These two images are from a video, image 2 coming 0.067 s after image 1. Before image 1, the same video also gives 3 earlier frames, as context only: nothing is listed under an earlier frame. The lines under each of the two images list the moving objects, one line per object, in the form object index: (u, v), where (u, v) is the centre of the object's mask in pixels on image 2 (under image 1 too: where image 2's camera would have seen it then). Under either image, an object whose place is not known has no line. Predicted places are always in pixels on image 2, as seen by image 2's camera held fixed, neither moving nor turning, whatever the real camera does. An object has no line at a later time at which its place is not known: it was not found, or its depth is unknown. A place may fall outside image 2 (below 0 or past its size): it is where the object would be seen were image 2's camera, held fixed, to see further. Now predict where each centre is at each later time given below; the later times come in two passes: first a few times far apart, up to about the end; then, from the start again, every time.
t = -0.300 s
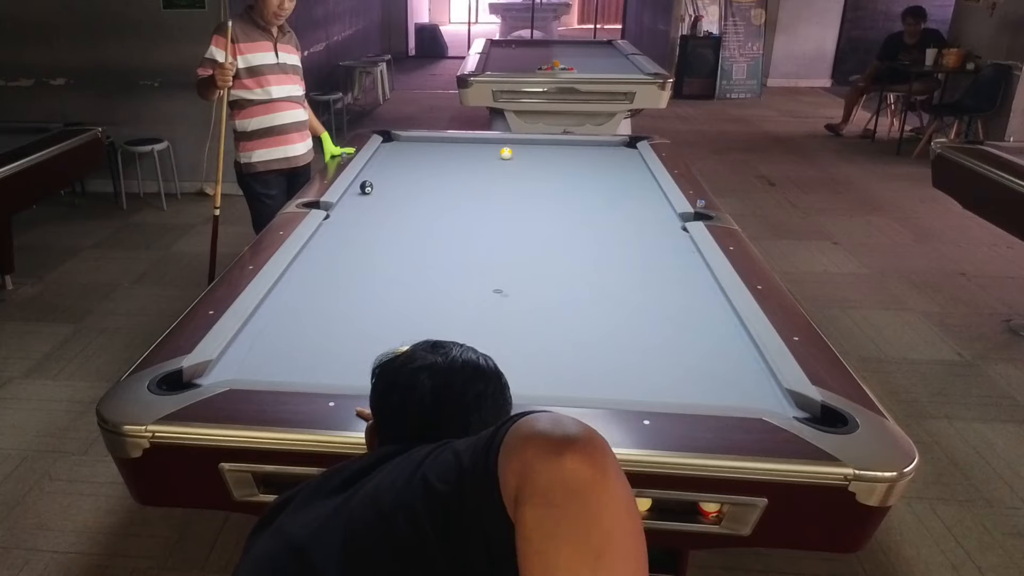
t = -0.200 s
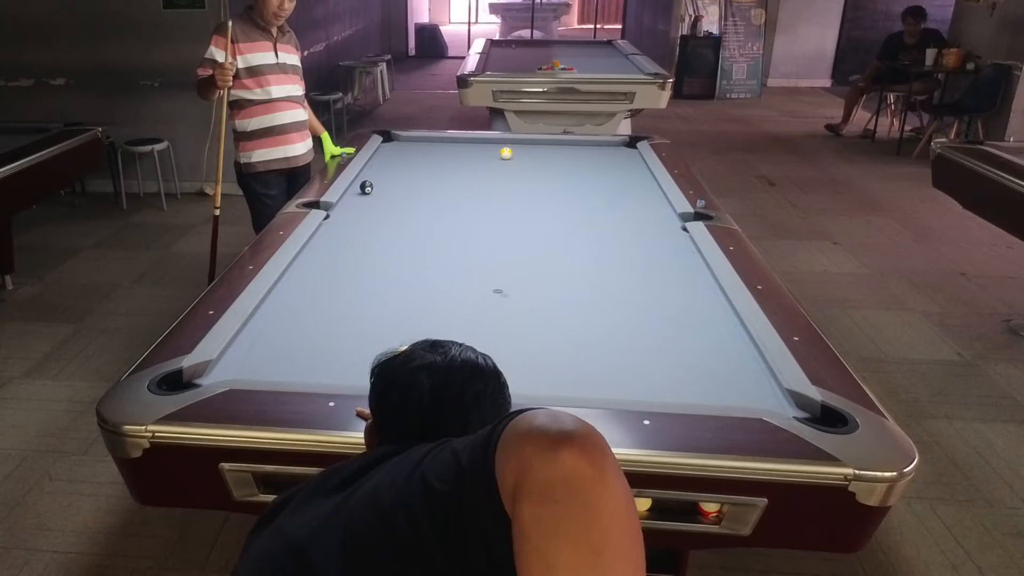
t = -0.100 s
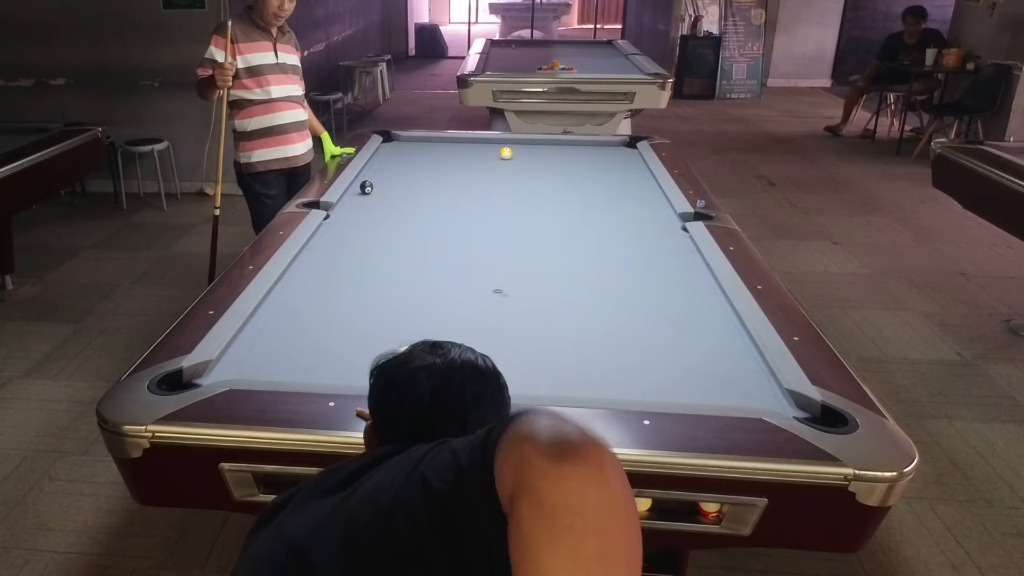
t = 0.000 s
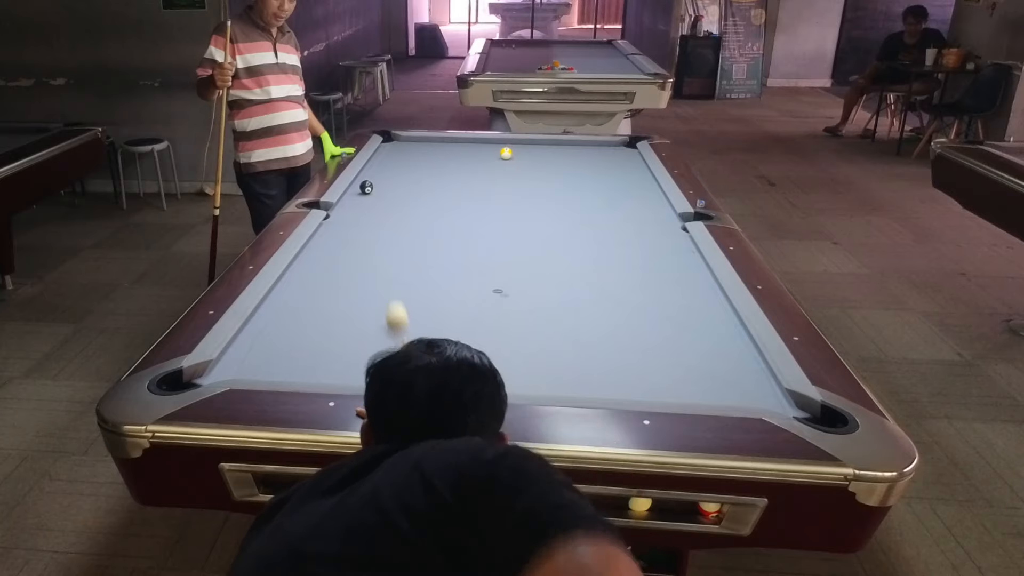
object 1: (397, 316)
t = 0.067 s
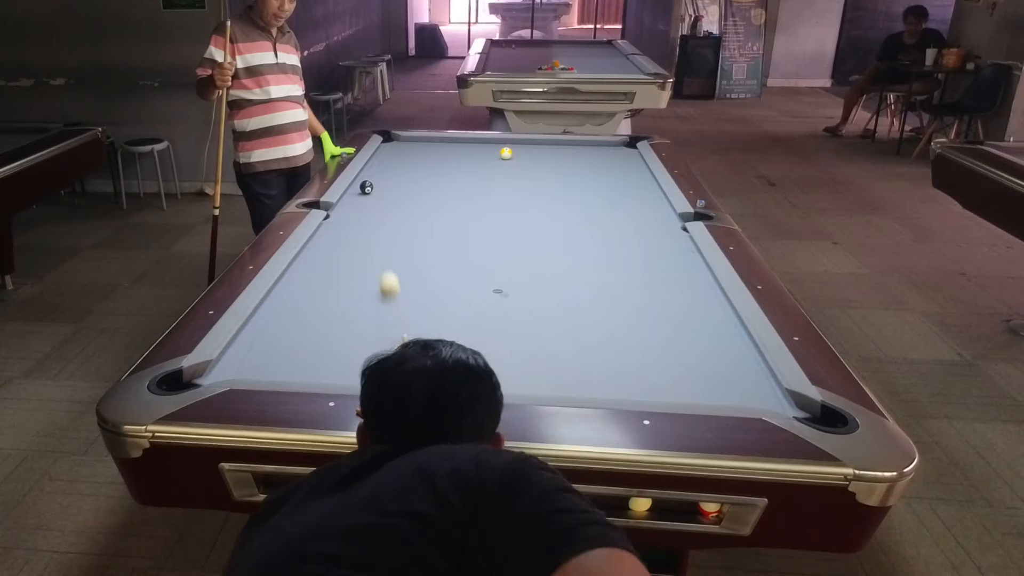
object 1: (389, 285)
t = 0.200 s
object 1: (379, 238)
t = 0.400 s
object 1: (368, 193)
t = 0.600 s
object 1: (369, 187)
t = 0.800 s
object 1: (369, 177)
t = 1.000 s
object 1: (368, 169)
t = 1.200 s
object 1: (375, 162)
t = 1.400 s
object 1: (383, 157)
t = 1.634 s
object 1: (391, 151)
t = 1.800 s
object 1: (397, 146)
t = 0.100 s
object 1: (386, 271)
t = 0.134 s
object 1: (383, 259)
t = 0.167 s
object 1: (381, 248)
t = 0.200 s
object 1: (379, 238)
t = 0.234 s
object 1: (377, 230)
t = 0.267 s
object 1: (375, 222)
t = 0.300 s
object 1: (373, 214)
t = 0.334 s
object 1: (371, 207)
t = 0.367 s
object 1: (370, 200)
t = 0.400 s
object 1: (368, 193)
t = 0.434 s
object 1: (368, 191)
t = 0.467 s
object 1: (368, 190)
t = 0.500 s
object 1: (368, 190)
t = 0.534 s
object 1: (369, 189)
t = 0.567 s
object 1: (369, 188)
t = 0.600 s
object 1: (369, 187)
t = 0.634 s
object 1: (369, 185)
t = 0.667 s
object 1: (369, 184)
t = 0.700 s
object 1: (369, 182)
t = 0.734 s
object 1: (369, 180)
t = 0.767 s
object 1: (369, 179)
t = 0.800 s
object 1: (369, 177)
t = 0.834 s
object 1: (369, 176)
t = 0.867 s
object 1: (369, 174)
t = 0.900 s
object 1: (369, 173)
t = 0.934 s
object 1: (369, 172)
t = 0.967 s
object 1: (369, 170)
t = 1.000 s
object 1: (368, 169)
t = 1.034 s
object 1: (369, 168)
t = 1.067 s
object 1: (370, 167)
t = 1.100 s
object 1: (371, 165)
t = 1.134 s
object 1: (373, 164)
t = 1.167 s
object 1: (374, 163)
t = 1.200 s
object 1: (375, 162)
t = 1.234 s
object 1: (377, 161)
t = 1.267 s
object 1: (378, 160)
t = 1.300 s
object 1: (379, 159)
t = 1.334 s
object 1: (381, 158)
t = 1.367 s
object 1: (382, 157)
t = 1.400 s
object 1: (383, 157)
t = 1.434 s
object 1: (384, 156)
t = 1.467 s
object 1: (386, 155)
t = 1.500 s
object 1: (387, 154)
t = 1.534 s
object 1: (388, 153)
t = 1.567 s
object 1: (389, 152)
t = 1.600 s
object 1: (390, 151)
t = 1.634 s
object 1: (391, 151)
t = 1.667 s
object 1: (392, 150)
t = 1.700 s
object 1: (393, 149)
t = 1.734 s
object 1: (395, 148)
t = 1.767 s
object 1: (396, 147)
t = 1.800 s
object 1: (397, 146)
